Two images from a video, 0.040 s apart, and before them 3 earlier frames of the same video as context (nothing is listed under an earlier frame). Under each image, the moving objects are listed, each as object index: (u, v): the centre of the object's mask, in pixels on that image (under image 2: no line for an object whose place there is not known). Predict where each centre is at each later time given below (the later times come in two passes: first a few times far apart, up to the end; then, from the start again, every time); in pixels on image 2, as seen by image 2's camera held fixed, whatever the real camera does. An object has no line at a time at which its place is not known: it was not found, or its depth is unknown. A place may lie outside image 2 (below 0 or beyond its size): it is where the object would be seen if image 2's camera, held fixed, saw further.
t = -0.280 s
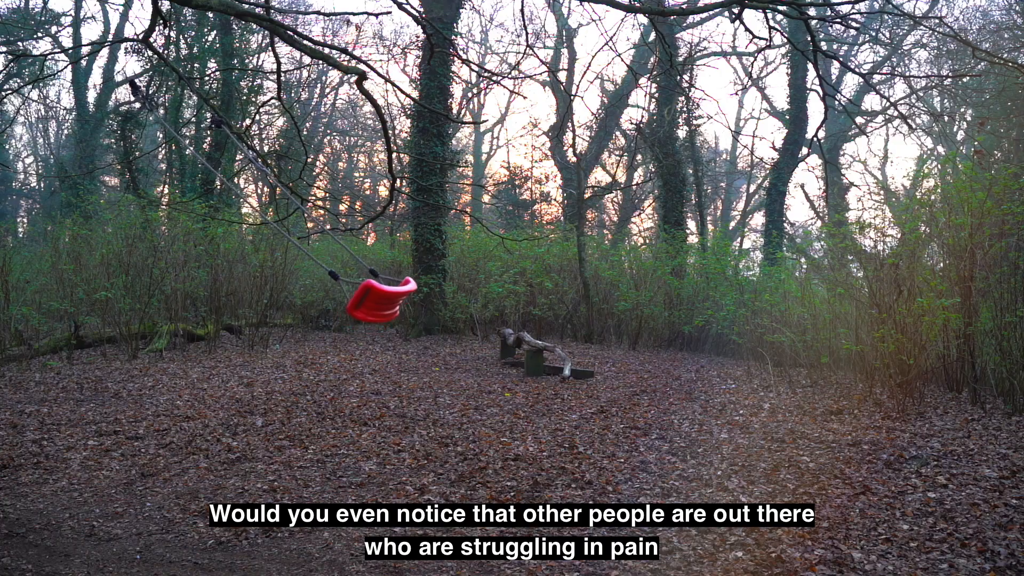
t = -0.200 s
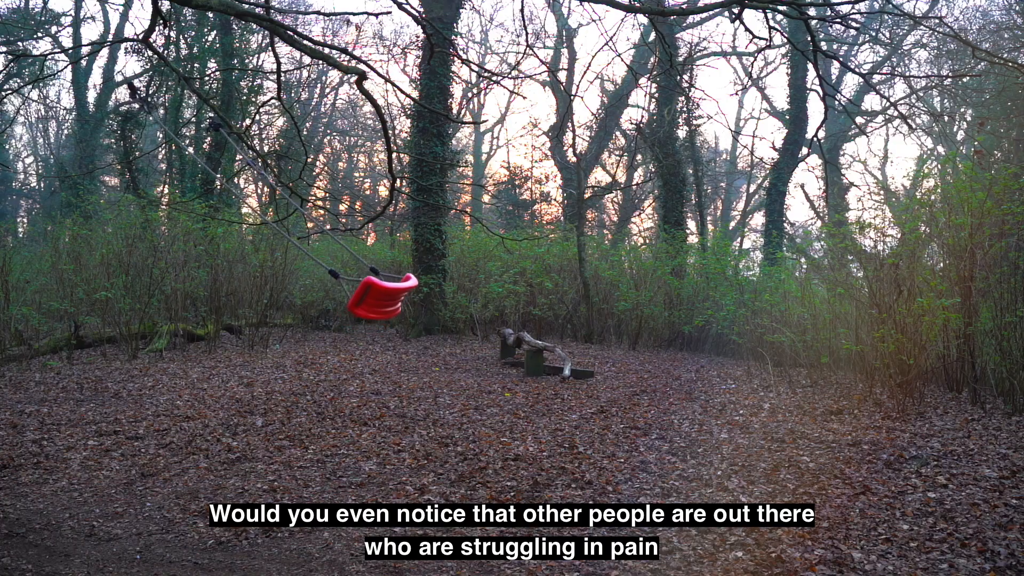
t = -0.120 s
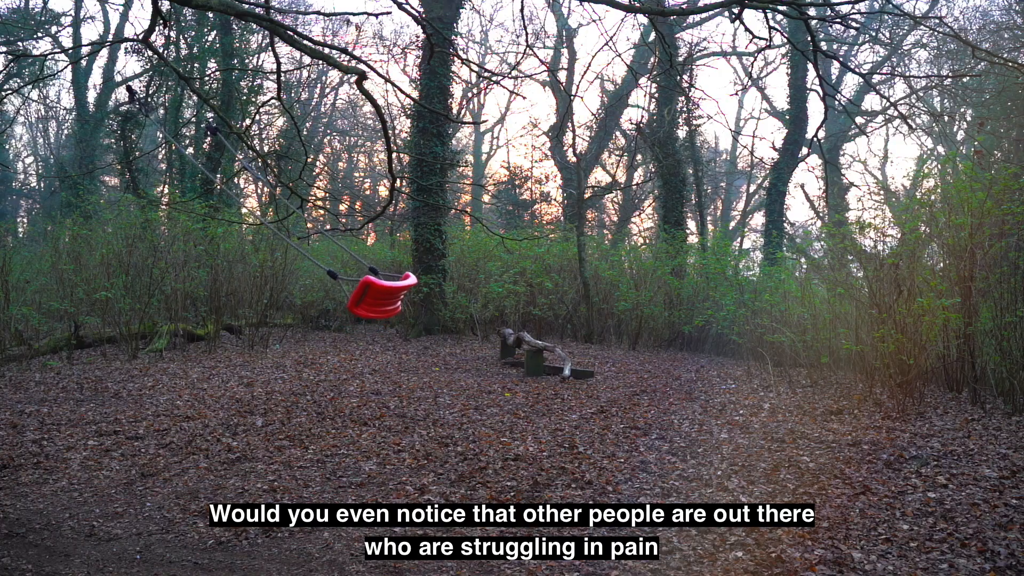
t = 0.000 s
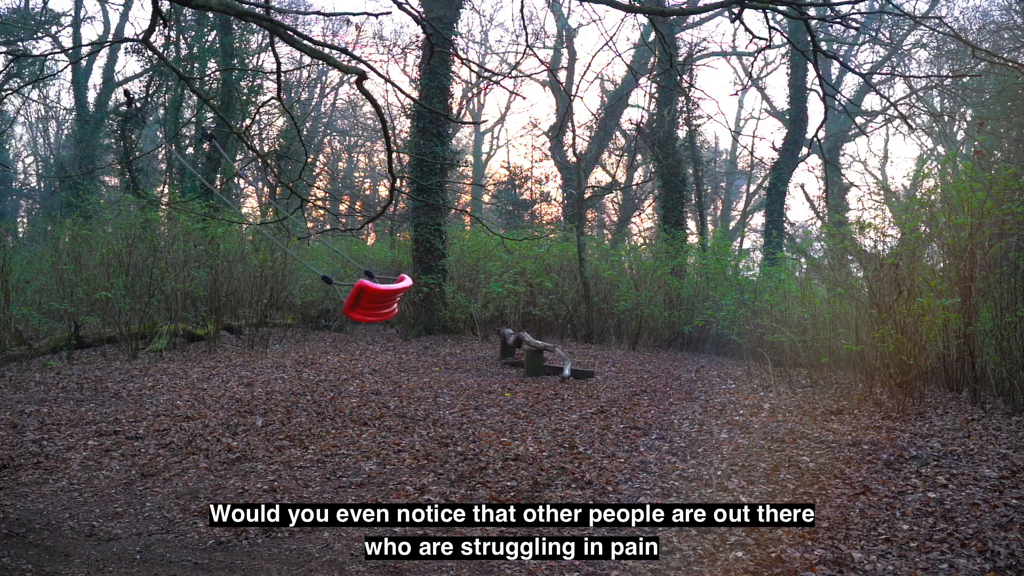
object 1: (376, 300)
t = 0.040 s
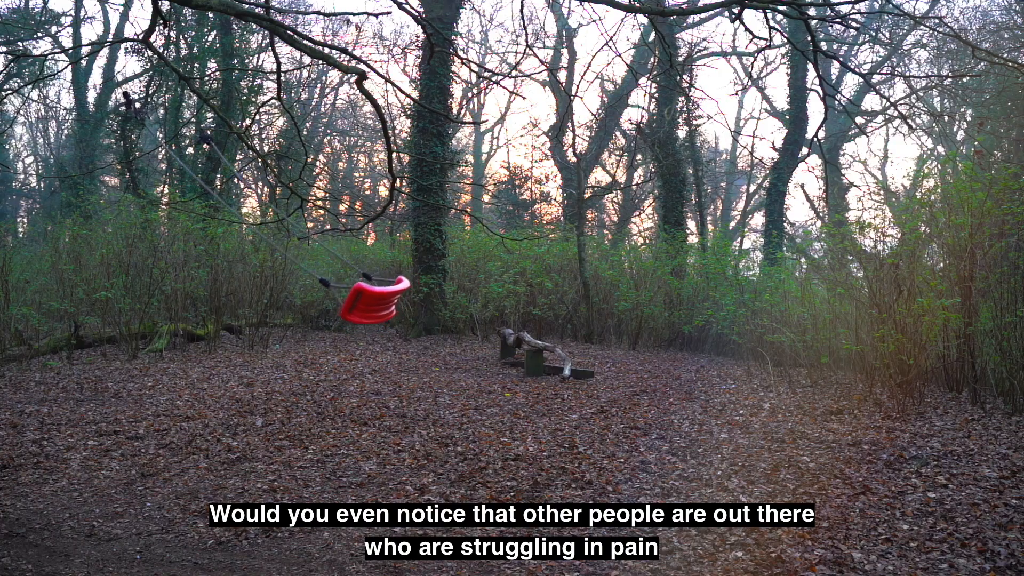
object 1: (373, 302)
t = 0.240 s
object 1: (355, 323)
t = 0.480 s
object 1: (320, 365)
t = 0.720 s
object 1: (271, 412)
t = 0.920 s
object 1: (221, 439)
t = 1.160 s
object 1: (157, 451)
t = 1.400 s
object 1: (97, 448)
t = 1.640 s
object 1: (44, 433)
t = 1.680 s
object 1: (39, 429)
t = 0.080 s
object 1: (370, 305)
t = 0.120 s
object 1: (367, 309)
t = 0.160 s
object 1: (364, 313)
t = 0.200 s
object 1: (359, 318)
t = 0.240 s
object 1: (355, 323)
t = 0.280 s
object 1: (350, 329)
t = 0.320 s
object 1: (345, 335)
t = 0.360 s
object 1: (340, 342)
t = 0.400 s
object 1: (334, 349)
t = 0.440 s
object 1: (327, 357)
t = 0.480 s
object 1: (320, 365)
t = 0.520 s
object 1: (313, 373)
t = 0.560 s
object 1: (305, 381)
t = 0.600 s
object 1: (297, 389)
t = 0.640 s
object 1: (289, 397)
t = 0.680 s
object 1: (280, 404)
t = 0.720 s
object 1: (271, 412)
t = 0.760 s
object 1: (261, 418)
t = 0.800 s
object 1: (251, 424)
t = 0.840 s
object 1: (241, 430)
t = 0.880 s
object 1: (231, 435)
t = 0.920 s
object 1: (221, 439)
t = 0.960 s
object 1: (210, 442)
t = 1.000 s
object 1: (199, 445)
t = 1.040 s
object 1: (189, 447)
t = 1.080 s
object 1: (178, 449)
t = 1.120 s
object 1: (168, 450)
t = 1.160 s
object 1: (157, 451)
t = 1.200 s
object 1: (146, 451)
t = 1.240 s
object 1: (136, 451)
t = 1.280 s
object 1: (126, 451)
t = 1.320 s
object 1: (116, 450)
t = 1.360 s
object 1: (106, 449)
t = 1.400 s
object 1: (97, 448)
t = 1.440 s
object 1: (87, 446)
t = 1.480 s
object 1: (78, 445)
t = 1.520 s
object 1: (69, 442)
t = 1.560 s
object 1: (60, 439)
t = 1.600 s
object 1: (52, 436)
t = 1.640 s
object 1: (44, 433)
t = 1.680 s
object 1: (39, 429)
